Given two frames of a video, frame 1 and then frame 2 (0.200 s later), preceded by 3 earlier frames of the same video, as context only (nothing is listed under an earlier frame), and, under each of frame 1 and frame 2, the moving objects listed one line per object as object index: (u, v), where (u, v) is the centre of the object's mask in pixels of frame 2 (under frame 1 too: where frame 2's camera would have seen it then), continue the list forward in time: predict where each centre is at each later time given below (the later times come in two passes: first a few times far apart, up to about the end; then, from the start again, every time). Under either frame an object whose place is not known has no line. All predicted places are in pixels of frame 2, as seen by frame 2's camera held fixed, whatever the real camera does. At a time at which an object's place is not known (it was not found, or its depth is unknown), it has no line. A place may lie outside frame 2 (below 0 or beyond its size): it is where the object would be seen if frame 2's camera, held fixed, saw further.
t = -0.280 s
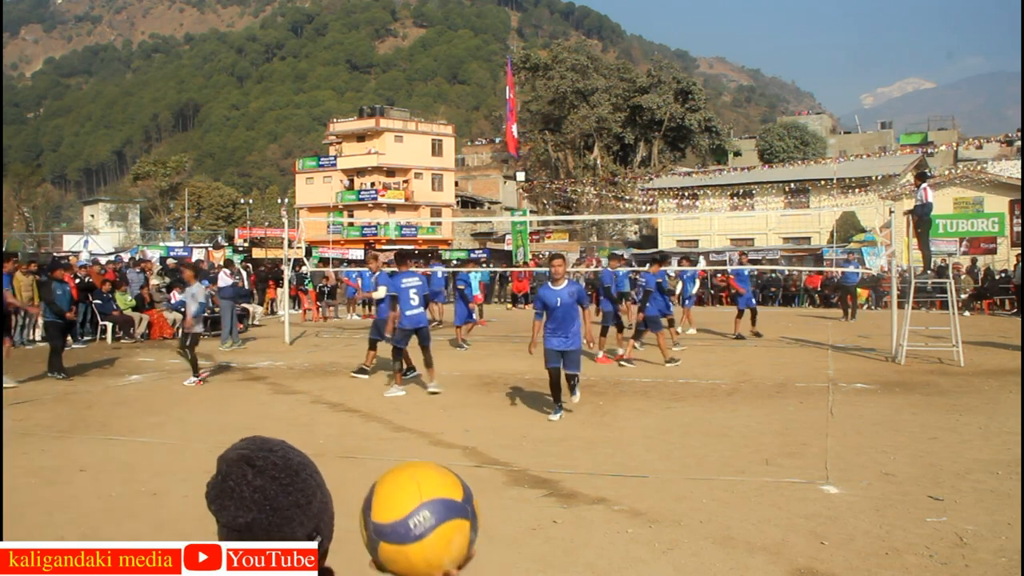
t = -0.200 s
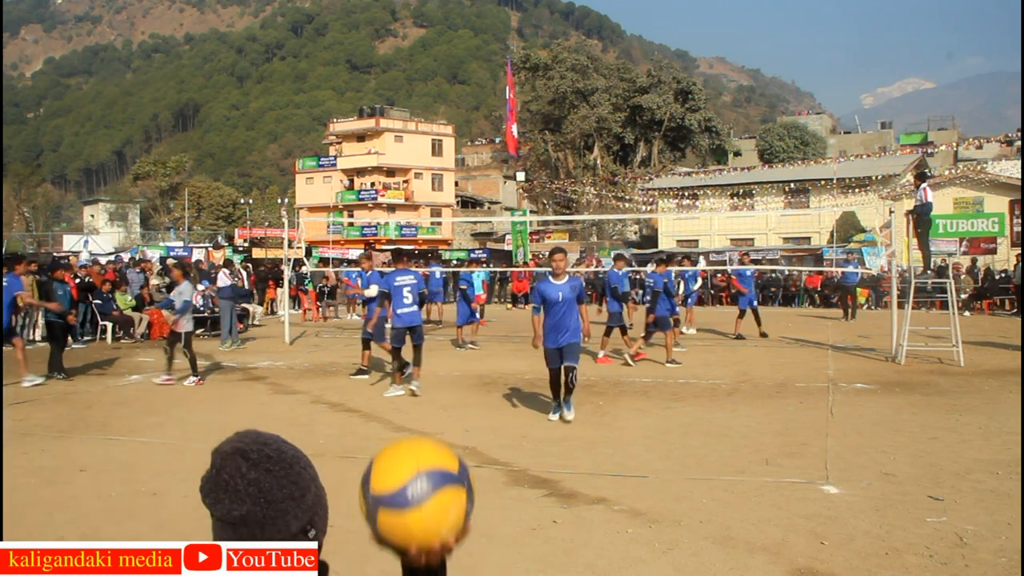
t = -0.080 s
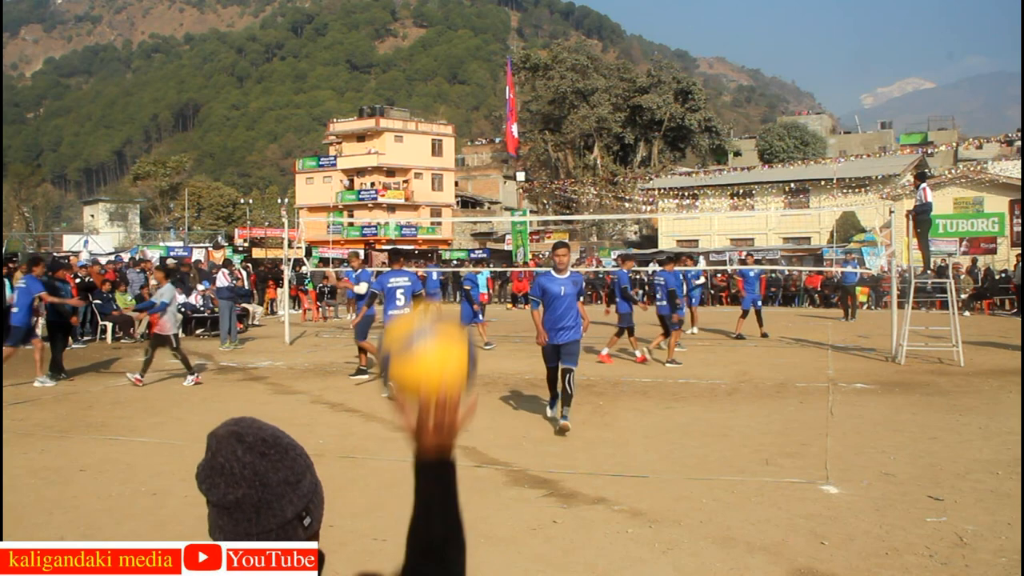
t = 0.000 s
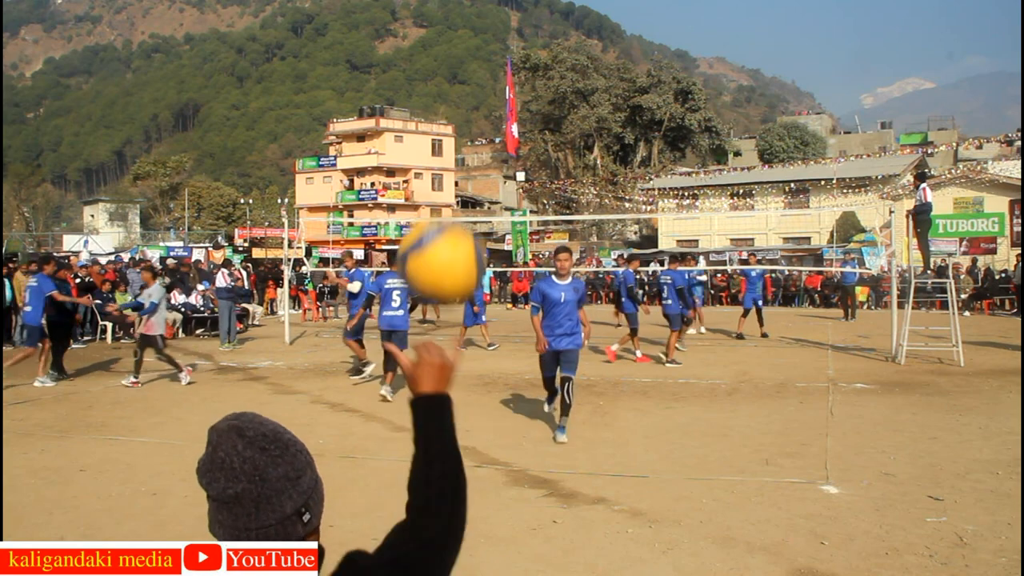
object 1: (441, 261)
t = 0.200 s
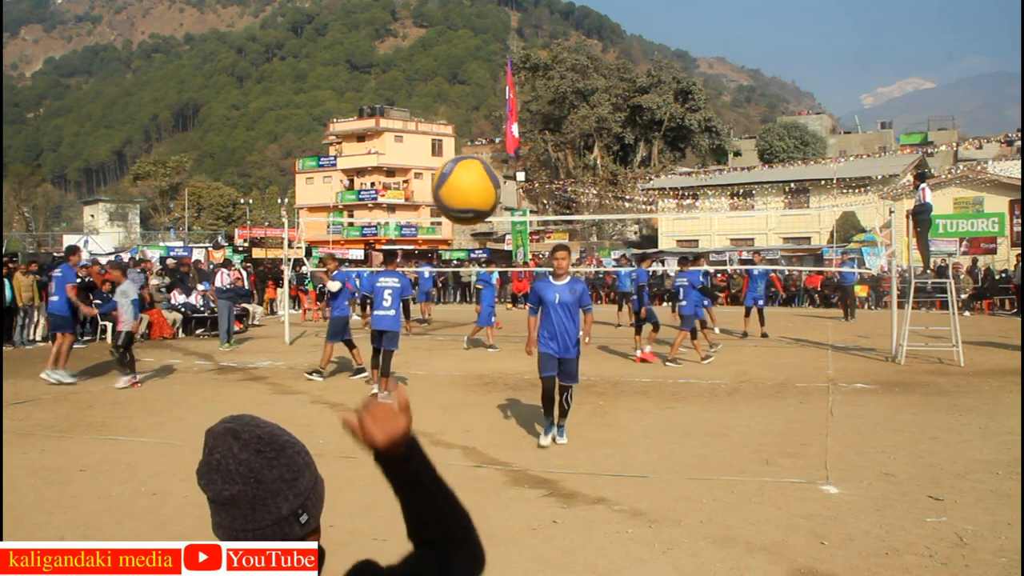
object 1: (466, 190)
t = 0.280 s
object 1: (473, 203)
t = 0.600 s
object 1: (495, 380)
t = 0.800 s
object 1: (505, 547)
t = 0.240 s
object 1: (470, 195)
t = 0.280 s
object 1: (473, 203)
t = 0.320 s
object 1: (476, 215)
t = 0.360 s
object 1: (480, 233)
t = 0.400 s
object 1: (483, 250)
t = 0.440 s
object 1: (486, 272)
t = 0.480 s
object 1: (488, 296)
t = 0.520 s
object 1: (490, 322)
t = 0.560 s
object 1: (492, 350)
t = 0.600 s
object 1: (495, 380)
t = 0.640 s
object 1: (498, 412)
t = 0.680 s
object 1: (501, 441)
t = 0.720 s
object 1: (502, 478)
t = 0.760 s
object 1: (504, 512)
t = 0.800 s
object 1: (505, 547)
